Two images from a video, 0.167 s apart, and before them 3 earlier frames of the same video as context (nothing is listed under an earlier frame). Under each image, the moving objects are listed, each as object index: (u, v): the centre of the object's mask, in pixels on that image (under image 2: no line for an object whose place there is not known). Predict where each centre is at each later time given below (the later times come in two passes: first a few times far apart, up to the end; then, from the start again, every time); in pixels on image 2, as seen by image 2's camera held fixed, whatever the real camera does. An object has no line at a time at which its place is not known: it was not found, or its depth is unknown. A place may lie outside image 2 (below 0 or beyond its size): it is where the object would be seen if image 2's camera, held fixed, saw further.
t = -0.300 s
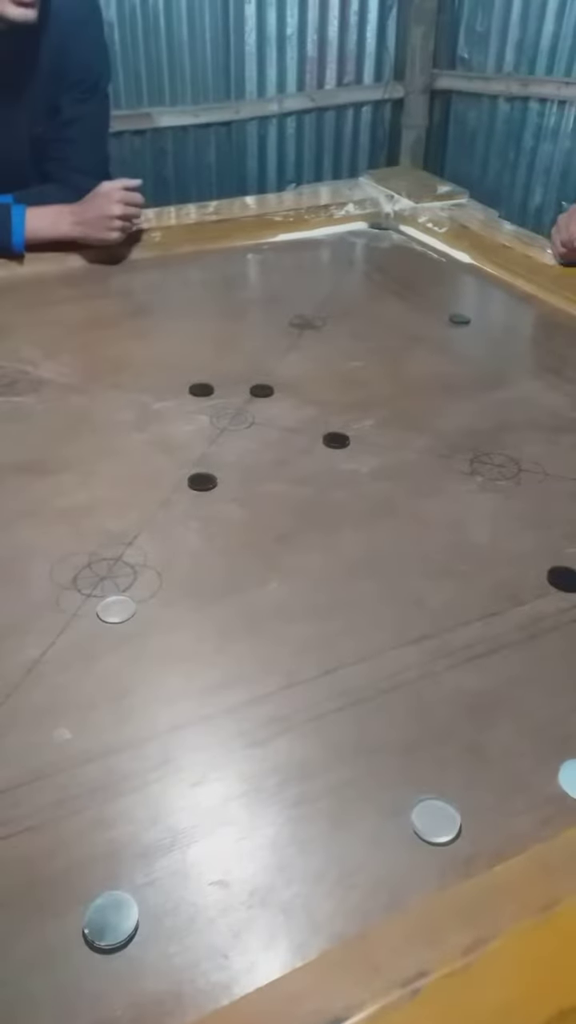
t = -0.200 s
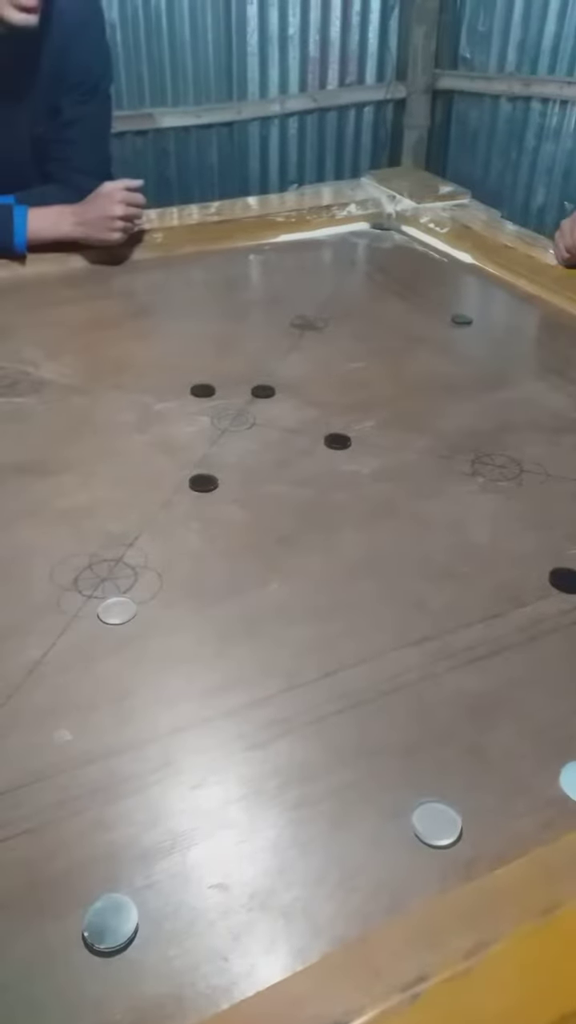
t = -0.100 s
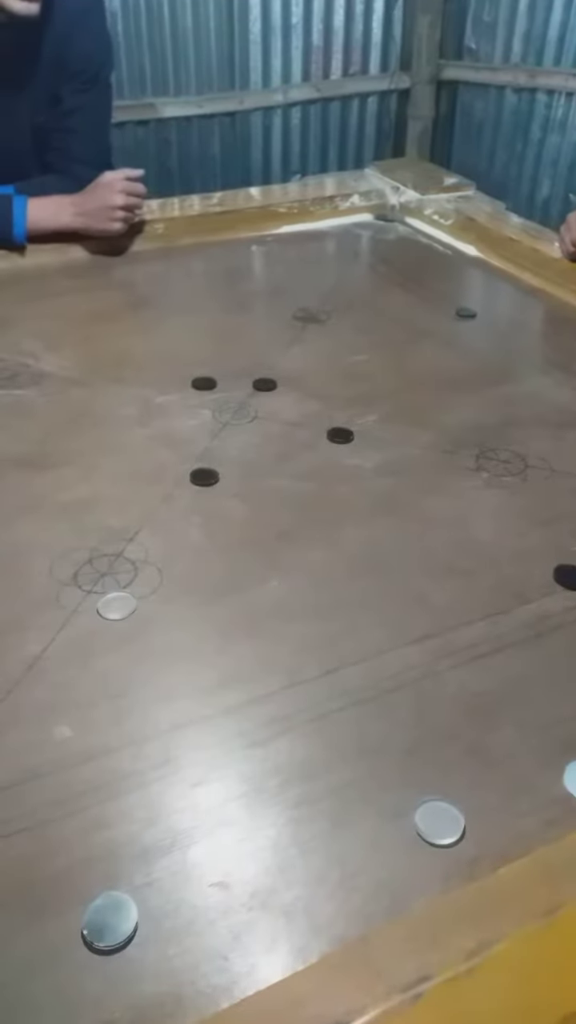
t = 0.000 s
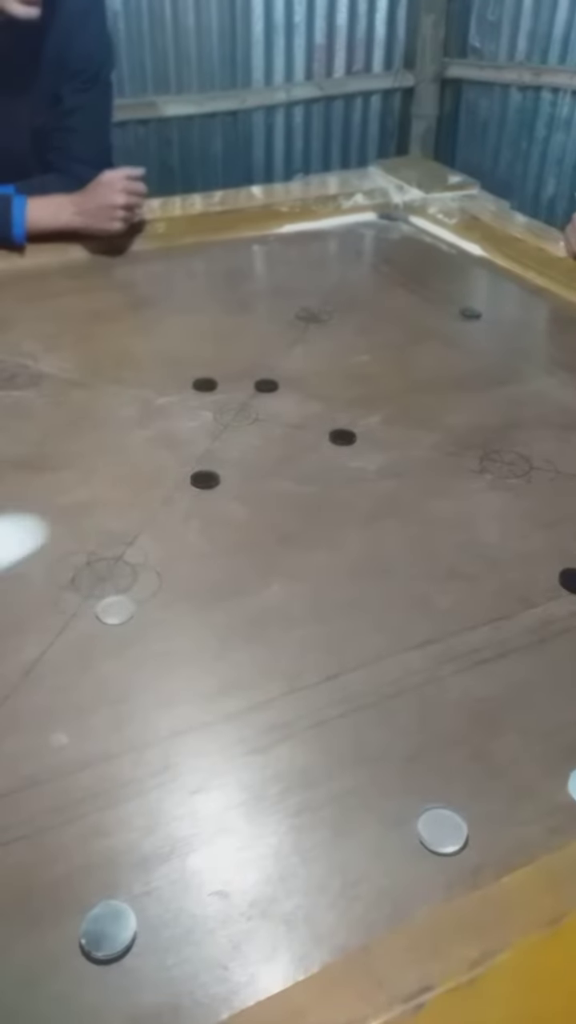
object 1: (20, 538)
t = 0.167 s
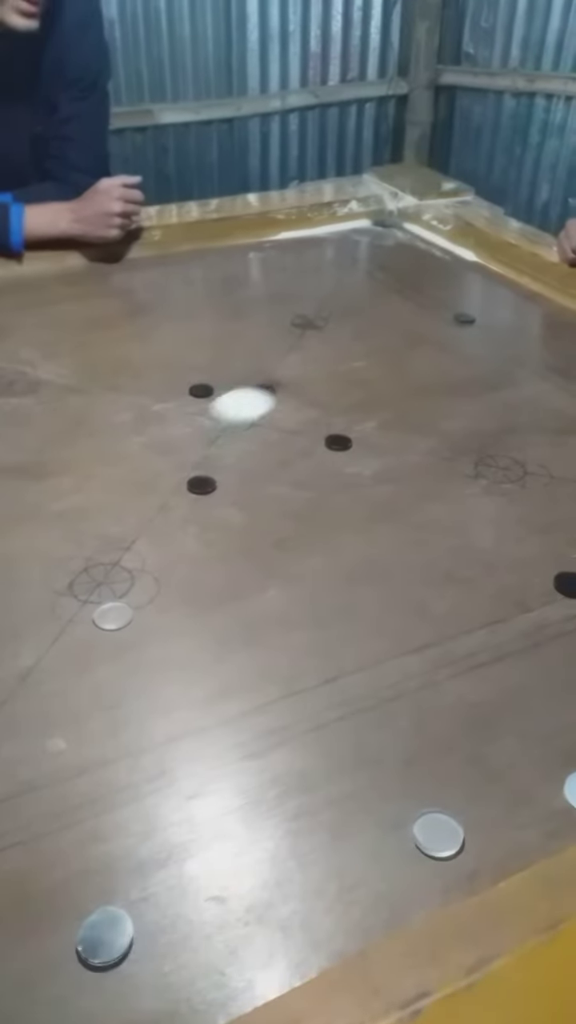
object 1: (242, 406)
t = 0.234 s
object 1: (295, 376)
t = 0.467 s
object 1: (410, 308)
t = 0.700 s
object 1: (465, 275)
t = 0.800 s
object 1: (476, 269)
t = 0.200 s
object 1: (270, 390)
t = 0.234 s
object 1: (295, 376)
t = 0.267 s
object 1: (316, 364)
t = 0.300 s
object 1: (337, 352)
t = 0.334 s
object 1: (355, 341)
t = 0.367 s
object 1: (371, 332)
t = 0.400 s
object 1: (385, 323)
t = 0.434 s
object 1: (398, 315)
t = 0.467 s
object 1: (410, 308)
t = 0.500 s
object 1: (421, 302)
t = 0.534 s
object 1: (431, 296)
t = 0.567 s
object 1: (440, 291)
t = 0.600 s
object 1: (447, 287)
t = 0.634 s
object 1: (454, 282)
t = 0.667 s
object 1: (460, 278)
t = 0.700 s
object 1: (465, 275)
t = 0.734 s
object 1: (470, 272)
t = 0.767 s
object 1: (473, 271)
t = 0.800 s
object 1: (476, 269)
